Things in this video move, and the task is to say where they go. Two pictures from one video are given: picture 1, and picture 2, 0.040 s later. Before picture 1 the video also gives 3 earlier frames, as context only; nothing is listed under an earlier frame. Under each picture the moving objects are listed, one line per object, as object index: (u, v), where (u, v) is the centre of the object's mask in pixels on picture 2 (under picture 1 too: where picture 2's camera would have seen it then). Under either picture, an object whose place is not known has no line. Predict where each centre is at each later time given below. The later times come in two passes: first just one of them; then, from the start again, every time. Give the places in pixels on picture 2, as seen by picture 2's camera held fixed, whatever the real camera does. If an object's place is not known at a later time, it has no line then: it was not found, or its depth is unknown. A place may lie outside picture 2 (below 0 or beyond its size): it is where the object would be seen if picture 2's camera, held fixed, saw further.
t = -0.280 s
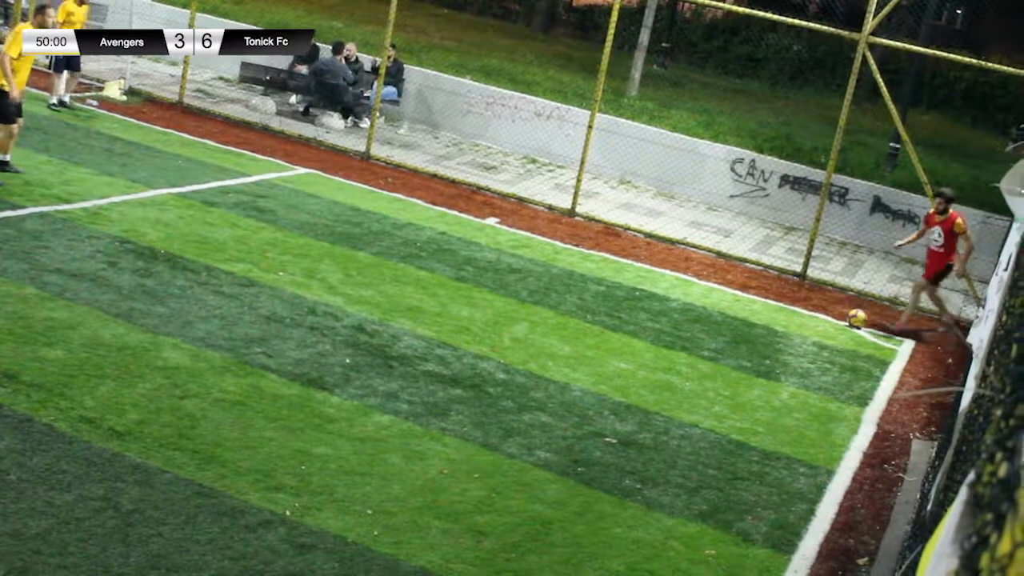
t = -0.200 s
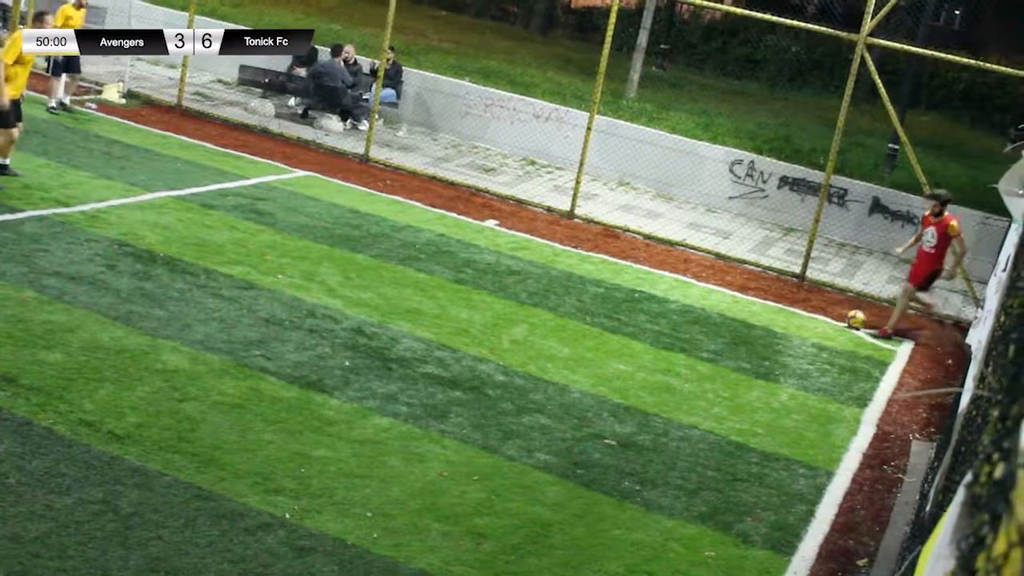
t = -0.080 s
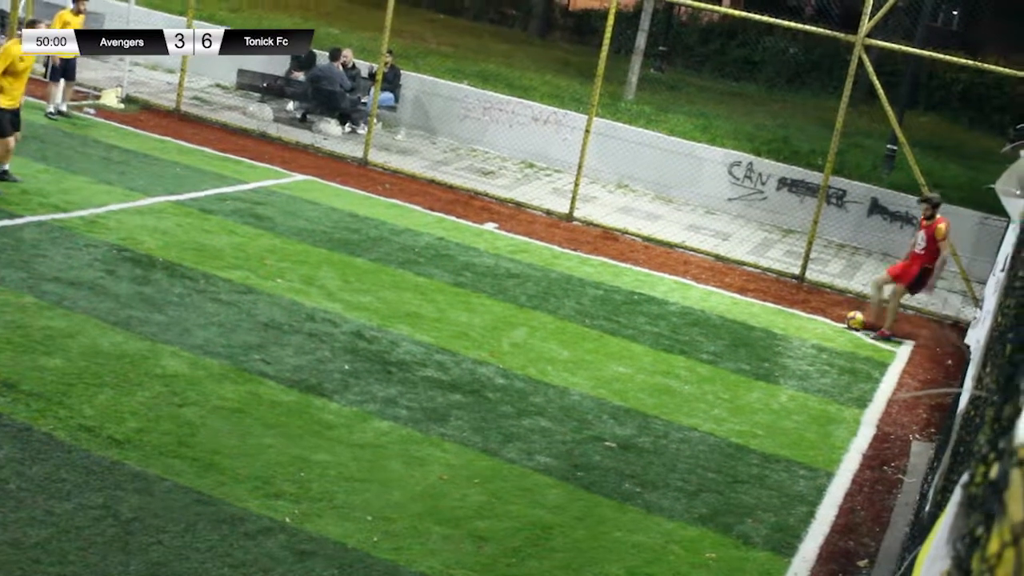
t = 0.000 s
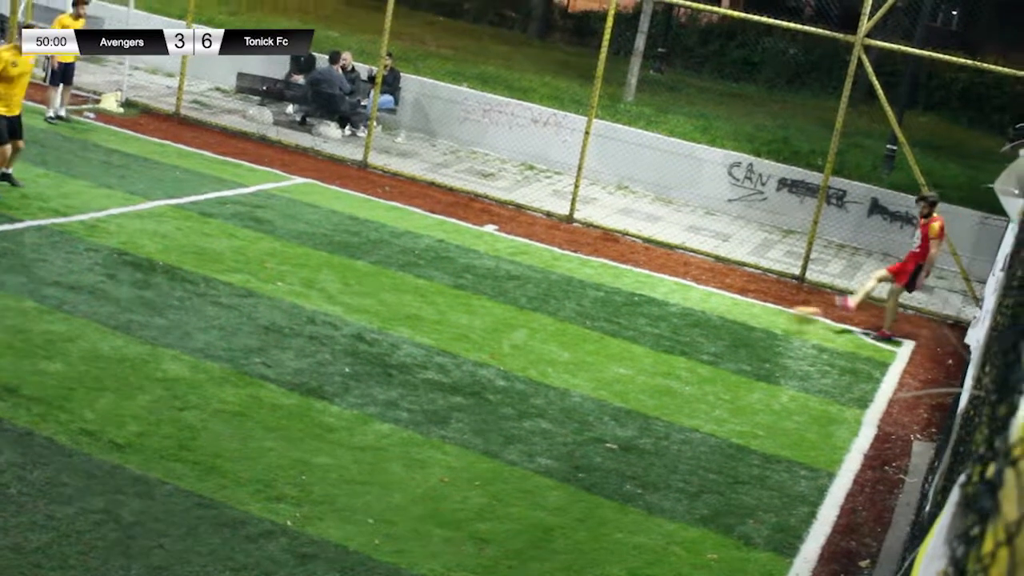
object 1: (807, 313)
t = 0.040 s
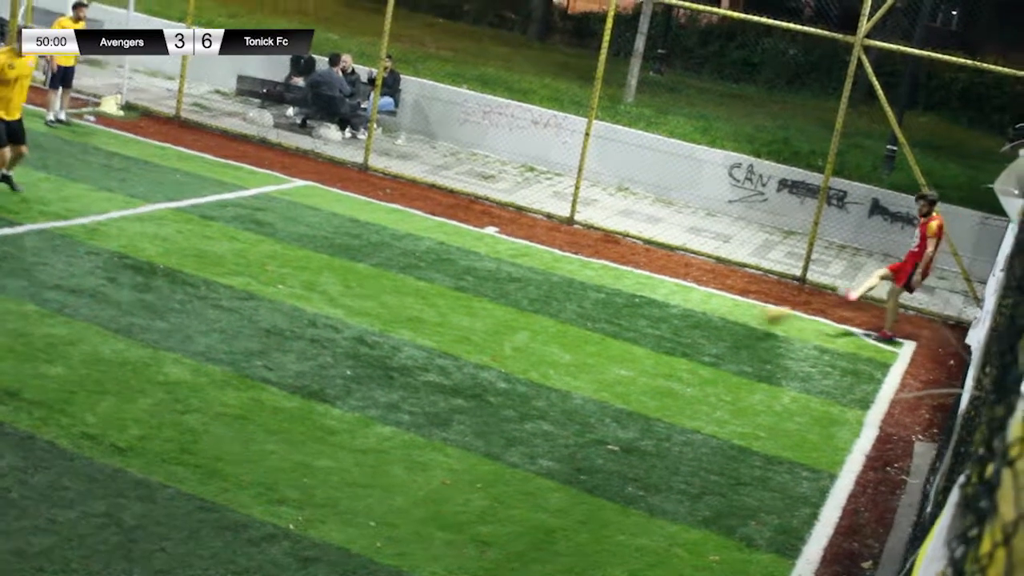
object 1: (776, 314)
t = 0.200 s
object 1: (622, 329)
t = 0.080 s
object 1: (740, 316)
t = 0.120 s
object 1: (701, 320)
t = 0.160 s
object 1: (665, 323)
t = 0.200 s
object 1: (622, 329)
